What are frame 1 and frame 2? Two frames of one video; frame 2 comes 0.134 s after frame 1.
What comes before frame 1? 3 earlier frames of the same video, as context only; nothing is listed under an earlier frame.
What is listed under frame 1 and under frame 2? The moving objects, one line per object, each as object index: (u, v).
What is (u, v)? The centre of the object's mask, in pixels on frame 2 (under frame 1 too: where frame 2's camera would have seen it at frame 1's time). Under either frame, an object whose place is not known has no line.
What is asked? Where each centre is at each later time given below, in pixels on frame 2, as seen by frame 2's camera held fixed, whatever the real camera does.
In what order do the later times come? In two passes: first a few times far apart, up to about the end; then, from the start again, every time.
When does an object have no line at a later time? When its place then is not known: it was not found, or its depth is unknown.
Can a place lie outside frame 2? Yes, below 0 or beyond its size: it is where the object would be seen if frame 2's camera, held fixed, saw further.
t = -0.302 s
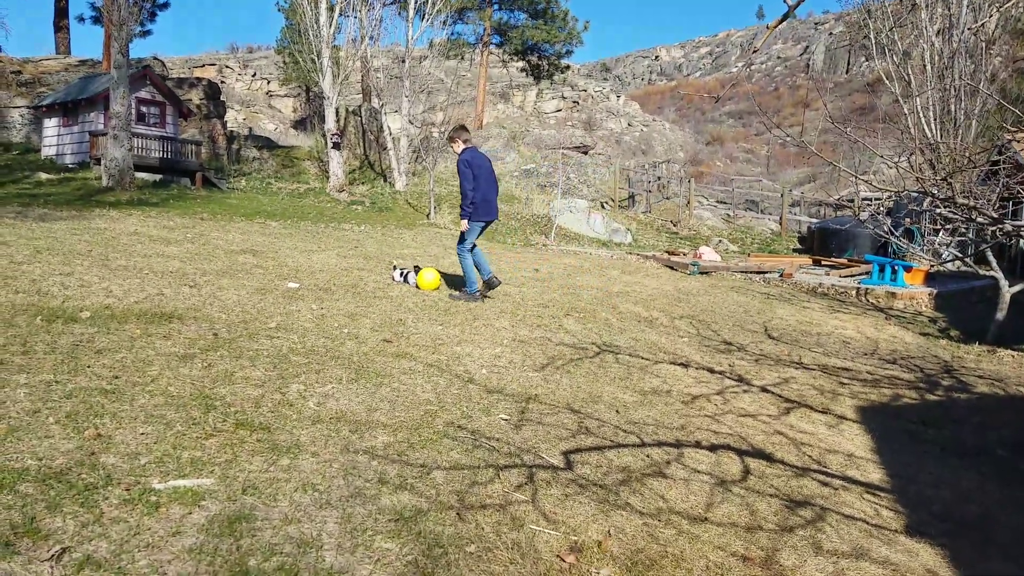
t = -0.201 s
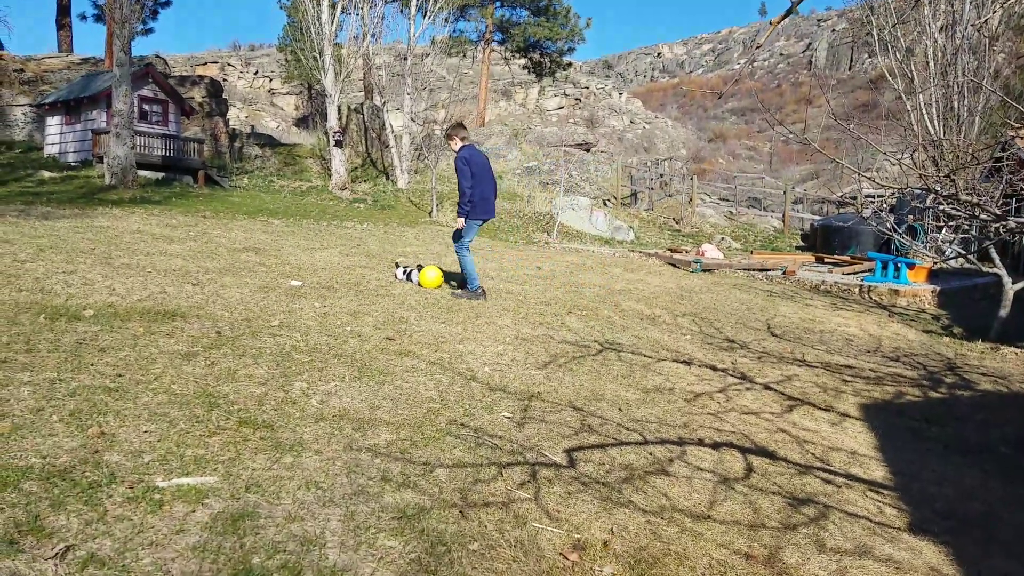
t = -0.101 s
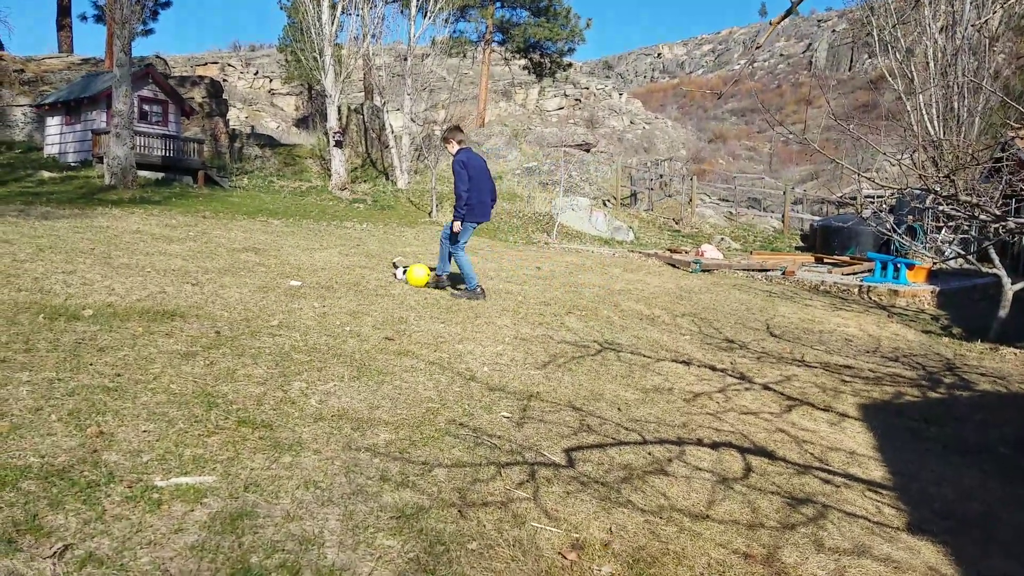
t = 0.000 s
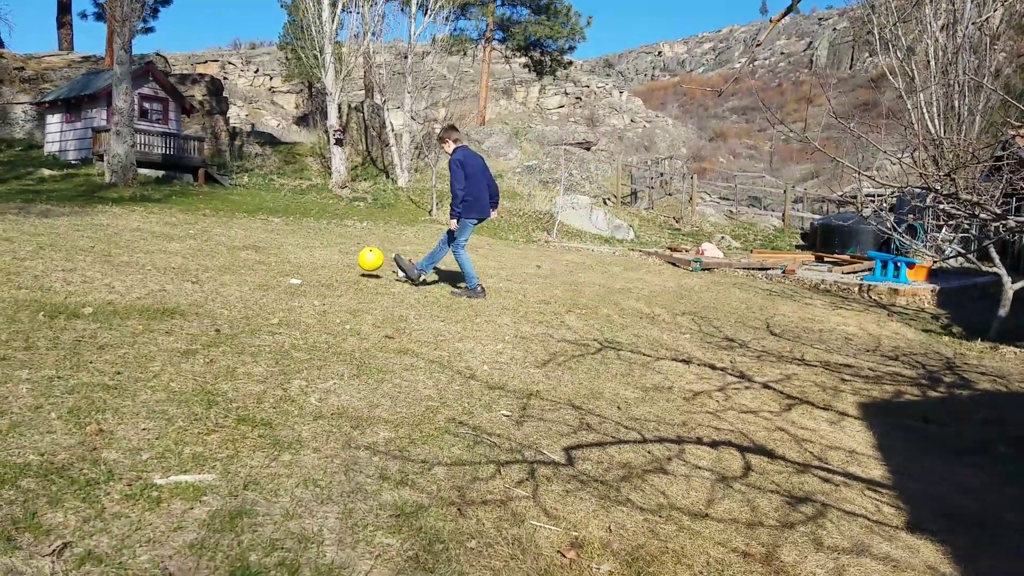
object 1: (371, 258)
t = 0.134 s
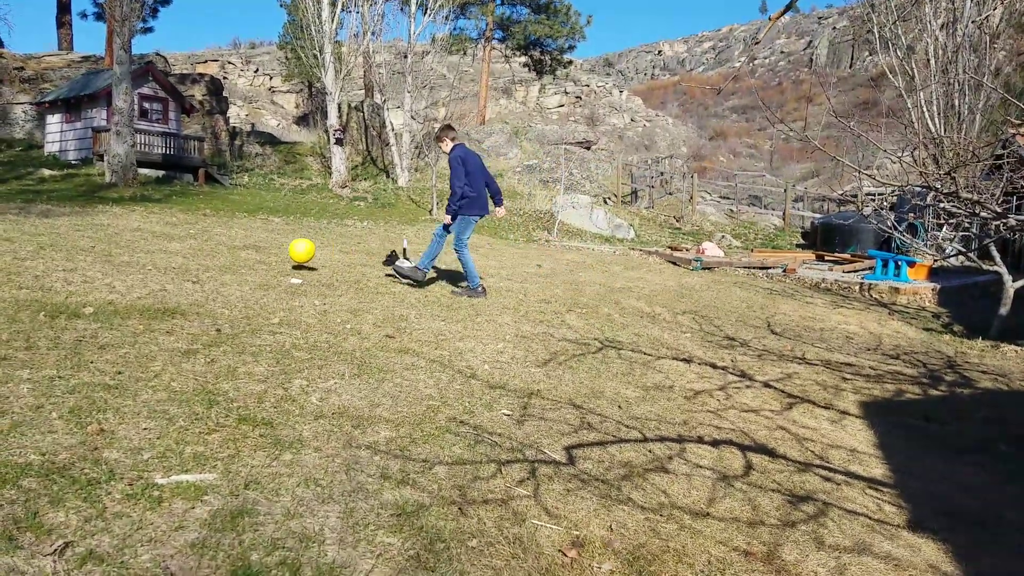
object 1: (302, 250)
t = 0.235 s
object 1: (250, 255)
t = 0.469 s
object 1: (178, 242)
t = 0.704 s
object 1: (125, 235)
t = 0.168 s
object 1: (284, 251)
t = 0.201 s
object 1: (266, 255)
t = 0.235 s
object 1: (250, 255)
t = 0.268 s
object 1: (239, 251)
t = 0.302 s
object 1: (229, 248)
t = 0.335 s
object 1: (218, 246)
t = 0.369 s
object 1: (207, 245)
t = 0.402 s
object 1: (197, 246)
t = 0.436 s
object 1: (187, 246)
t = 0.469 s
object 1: (178, 242)
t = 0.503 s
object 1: (171, 239)
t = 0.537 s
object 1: (163, 237)
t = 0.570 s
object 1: (155, 236)
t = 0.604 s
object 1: (148, 237)
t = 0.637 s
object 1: (140, 238)
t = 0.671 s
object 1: (132, 237)
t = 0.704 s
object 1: (125, 235)
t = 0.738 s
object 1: (118, 233)
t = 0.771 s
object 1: (112, 232)
